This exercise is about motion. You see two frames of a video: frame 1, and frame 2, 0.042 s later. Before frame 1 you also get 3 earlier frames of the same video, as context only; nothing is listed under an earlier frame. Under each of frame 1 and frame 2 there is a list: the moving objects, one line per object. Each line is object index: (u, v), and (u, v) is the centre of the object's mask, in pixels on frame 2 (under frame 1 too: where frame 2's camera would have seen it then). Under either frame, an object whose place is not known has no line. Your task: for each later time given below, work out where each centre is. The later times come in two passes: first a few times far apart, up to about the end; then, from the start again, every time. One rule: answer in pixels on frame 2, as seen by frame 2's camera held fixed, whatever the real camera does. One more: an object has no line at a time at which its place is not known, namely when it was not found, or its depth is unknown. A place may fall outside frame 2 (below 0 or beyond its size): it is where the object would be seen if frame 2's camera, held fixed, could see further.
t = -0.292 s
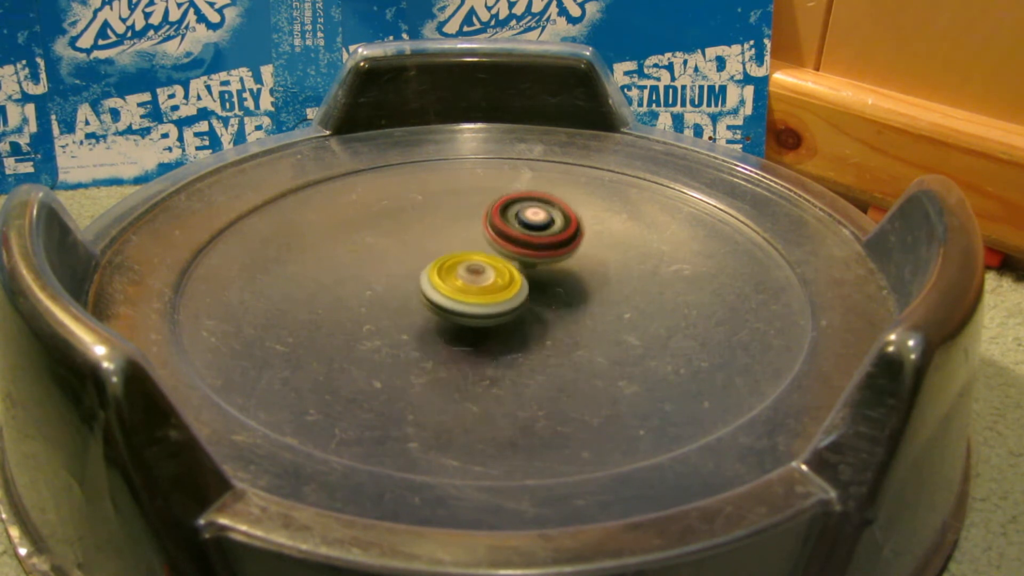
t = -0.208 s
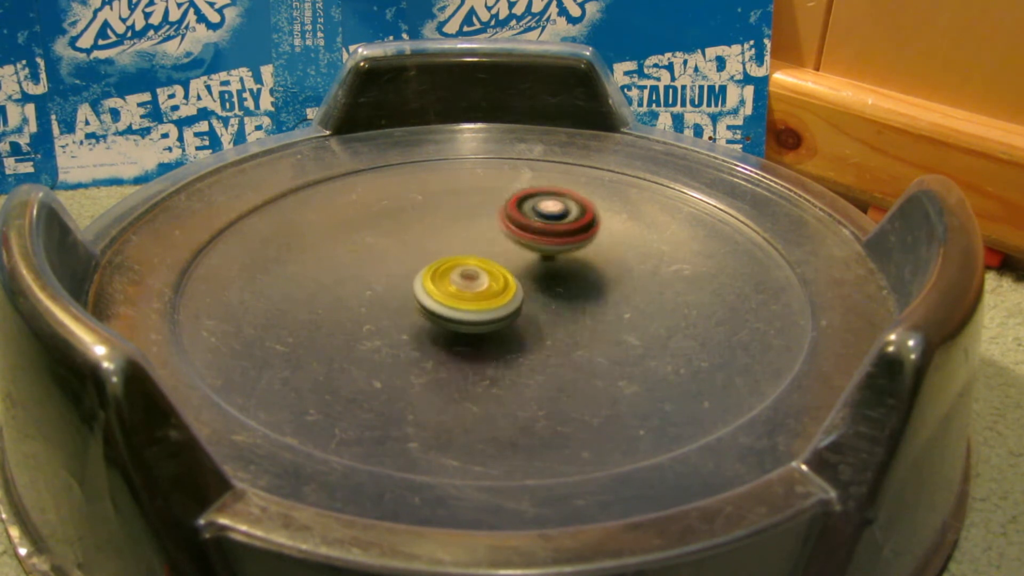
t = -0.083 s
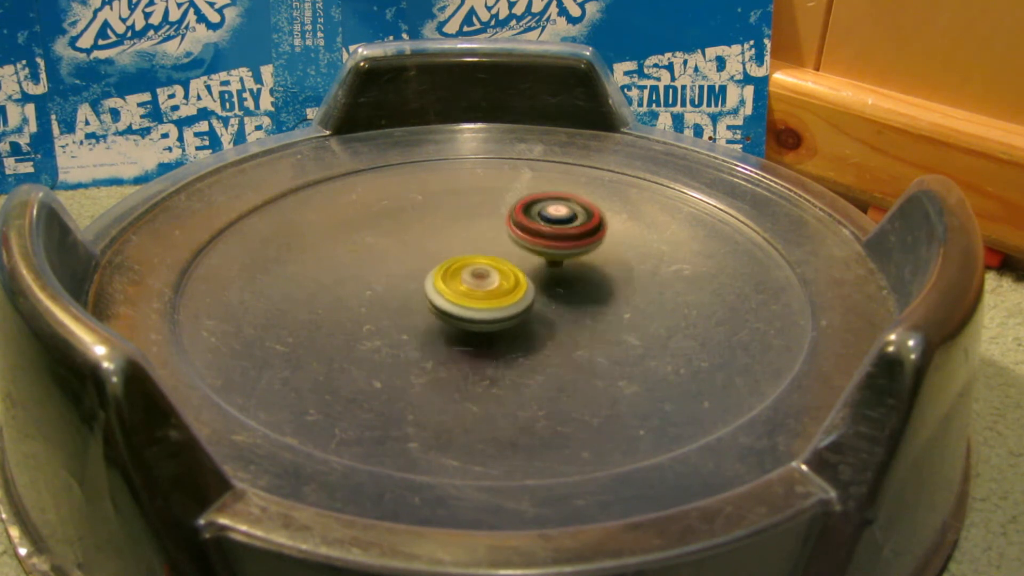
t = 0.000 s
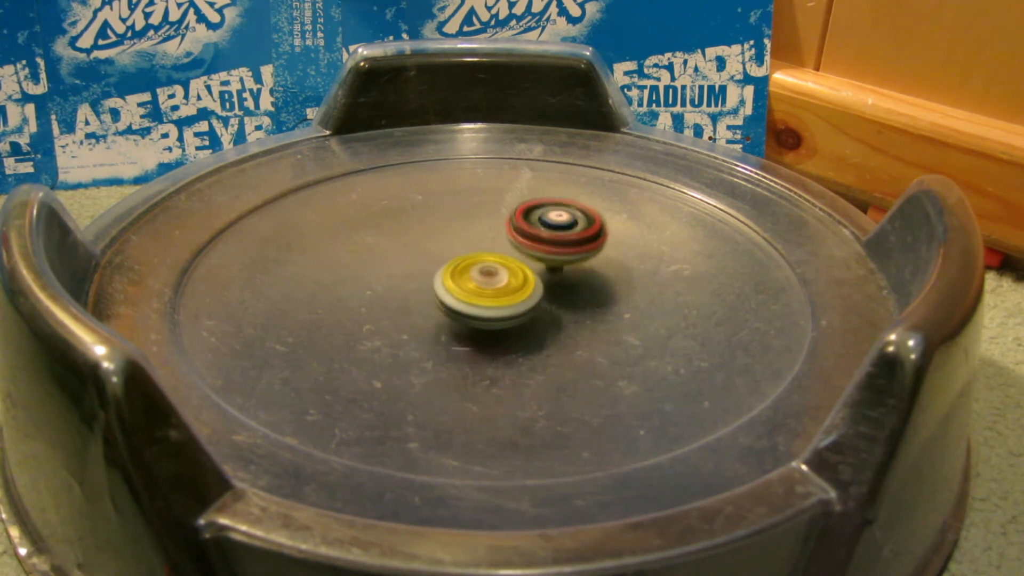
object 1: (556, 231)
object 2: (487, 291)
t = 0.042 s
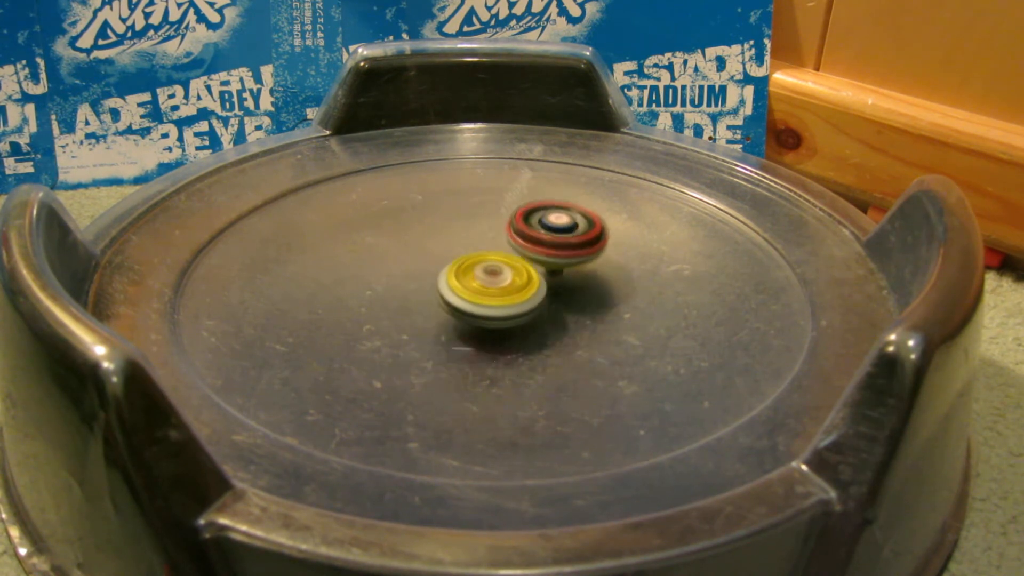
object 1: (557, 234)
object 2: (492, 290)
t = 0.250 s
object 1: (580, 231)
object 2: (499, 292)
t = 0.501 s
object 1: (593, 227)
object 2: (498, 297)
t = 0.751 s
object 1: (583, 233)
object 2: (508, 298)
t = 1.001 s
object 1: (572, 242)
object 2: (511, 303)
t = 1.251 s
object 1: (571, 248)
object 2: (500, 310)
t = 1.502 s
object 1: (577, 261)
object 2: (485, 312)
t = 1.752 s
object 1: (573, 270)
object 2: (469, 309)
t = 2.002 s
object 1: (566, 275)
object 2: (457, 304)
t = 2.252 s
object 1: (599, 271)
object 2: (433, 296)
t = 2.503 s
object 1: (580, 274)
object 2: (441, 291)
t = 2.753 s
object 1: (565, 279)
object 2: (459, 287)
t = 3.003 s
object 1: (591, 286)
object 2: (471, 283)
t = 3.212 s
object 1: (592, 294)
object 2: (482, 280)
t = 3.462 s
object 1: (609, 302)
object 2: (473, 277)
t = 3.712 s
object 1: (600, 303)
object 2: (481, 284)
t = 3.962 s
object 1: (598, 309)
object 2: (481, 288)
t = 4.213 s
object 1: (599, 323)
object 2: (475, 292)
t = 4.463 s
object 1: (577, 329)
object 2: (477, 300)
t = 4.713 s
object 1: (554, 332)
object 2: (474, 301)
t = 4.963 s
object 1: (549, 341)
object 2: (470, 296)
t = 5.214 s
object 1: (538, 346)
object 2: (470, 293)
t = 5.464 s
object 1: (523, 340)
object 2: (468, 291)
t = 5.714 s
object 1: (486, 331)
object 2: (469, 277)
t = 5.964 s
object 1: (460, 329)
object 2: (480, 273)
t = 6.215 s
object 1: (447, 329)
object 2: (484, 281)
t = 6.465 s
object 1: (430, 339)
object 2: (487, 275)
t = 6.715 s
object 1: (431, 329)
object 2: (484, 275)
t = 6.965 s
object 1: (414, 322)
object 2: (490, 269)
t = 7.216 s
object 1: (409, 318)
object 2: (487, 267)
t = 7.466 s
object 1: (407, 313)
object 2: (486, 273)
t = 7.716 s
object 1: (407, 306)
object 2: (492, 281)
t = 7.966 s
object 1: (361, 304)
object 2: (510, 280)
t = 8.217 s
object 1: (366, 297)
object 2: (502, 285)
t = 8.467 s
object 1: (375, 291)
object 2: (491, 291)
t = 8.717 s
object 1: (366, 279)
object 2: (490, 294)
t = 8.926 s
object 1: (374, 270)
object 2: (484, 296)
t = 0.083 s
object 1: (562, 232)
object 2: (492, 291)
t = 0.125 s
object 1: (574, 229)
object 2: (490, 294)
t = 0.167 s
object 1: (578, 229)
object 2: (490, 294)
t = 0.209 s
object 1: (580, 229)
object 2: (494, 293)
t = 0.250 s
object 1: (580, 231)
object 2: (499, 292)
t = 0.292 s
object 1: (578, 233)
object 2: (504, 291)
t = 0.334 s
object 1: (583, 230)
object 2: (503, 292)
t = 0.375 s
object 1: (593, 225)
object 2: (497, 296)
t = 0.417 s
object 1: (594, 225)
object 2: (494, 297)
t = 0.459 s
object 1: (594, 225)
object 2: (495, 297)
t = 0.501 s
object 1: (593, 227)
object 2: (498, 297)
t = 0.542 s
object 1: (590, 229)
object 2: (502, 296)
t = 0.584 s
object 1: (587, 231)
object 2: (505, 296)
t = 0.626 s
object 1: (583, 233)
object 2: (509, 296)
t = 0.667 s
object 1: (580, 234)
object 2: (511, 295)
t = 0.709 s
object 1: (578, 235)
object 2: (513, 295)
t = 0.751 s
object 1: (583, 233)
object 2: (508, 298)
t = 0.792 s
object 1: (583, 233)
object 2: (508, 299)
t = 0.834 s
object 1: (581, 235)
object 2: (509, 300)
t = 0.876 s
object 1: (578, 237)
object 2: (510, 301)
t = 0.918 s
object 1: (576, 239)
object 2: (510, 301)
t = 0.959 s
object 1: (574, 240)
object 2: (511, 302)
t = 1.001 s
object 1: (572, 242)
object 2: (511, 303)
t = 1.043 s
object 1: (575, 239)
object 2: (505, 306)
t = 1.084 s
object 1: (573, 240)
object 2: (504, 307)
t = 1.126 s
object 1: (573, 242)
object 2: (503, 308)
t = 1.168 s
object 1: (572, 244)
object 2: (502, 309)
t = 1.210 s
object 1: (571, 245)
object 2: (501, 310)
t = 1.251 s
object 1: (571, 248)
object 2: (500, 310)
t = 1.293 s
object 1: (570, 251)
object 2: (499, 310)
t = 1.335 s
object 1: (569, 254)
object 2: (498, 310)
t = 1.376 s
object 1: (567, 257)
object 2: (497, 310)
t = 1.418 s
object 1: (572, 259)
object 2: (491, 311)
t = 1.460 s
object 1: (577, 260)
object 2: (487, 312)
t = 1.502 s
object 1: (577, 261)
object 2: (485, 312)
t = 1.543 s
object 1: (577, 263)
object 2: (482, 312)
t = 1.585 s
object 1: (576, 265)
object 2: (480, 312)
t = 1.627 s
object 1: (574, 266)
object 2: (477, 311)
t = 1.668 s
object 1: (573, 268)
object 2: (474, 311)
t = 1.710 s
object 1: (573, 269)
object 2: (472, 310)
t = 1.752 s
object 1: (573, 270)
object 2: (469, 309)
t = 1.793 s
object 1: (572, 271)
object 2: (466, 309)
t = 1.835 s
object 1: (572, 272)
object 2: (464, 308)
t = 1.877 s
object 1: (570, 273)
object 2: (462, 307)
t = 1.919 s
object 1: (569, 274)
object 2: (460, 306)
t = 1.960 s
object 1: (568, 274)
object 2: (459, 305)
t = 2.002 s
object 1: (566, 275)
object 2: (457, 304)
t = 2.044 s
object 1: (564, 275)
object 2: (457, 303)
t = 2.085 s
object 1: (582, 272)
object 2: (442, 302)
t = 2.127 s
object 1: (598, 271)
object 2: (435, 299)
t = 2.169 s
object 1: (602, 270)
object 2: (433, 298)
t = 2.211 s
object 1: (601, 271)
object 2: (432, 297)
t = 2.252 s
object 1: (599, 271)
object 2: (433, 296)
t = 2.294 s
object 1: (596, 272)
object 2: (433, 295)
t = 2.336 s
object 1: (593, 272)
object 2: (434, 295)
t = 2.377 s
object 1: (590, 272)
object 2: (435, 294)
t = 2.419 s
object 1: (587, 273)
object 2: (437, 293)
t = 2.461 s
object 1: (584, 274)
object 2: (439, 292)
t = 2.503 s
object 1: (580, 274)
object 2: (441, 291)
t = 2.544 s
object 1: (577, 275)
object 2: (444, 290)
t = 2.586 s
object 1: (574, 276)
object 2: (447, 290)
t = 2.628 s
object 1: (572, 276)
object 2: (450, 289)
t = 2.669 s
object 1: (569, 278)
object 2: (454, 288)
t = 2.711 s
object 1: (566, 279)
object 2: (457, 288)
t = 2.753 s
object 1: (565, 279)
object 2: (459, 287)
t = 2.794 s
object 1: (583, 279)
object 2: (455, 284)
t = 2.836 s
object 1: (596, 281)
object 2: (456, 283)
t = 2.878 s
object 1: (598, 282)
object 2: (459, 283)
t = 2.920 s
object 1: (596, 283)
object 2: (463, 283)
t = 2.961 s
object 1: (594, 284)
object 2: (467, 283)
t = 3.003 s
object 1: (591, 286)
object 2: (471, 283)
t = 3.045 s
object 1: (589, 287)
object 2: (475, 283)
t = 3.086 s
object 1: (587, 288)
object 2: (479, 283)
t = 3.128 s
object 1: (585, 290)
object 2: (482, 283)
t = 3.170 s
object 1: (583, 291)
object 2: (484, 282)
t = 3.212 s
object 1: (592, 294)
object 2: (482, 280)
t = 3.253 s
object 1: (609, 298)
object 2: (472, 275)
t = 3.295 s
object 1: (612, 300)
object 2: (469, 273)
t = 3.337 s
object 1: (611, 301)
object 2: (470, 274)
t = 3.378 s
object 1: (610, 301)
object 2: (471, 275)
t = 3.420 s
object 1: (610, 302)
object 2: (471, 276)
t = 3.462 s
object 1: (609, 302)
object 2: (473, 277)
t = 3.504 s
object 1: (608, 303)
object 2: (474, 278)
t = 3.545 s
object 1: (607, 303)
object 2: (475, 279)
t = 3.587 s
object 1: (605, 303)
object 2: (476, 280)
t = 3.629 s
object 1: (604, 303)
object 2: (478, 282)
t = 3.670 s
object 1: (602, 303)
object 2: (479, 283)
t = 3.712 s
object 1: (600, 303)
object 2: (481, 284)
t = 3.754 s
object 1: (597, 304)
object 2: (483, 286)
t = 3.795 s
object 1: (594, 304)
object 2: (484, 287)
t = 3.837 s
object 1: (591, 304)
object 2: (485, 289)
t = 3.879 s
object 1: (587, 304)
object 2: (486, 290)
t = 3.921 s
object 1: (584, 305)
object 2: (486, 291)
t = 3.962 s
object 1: (598, 309)
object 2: (481, 288)
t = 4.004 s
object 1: (611, 315)
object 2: (474, 285)
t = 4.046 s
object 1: (614, 318)
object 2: (473, 285)
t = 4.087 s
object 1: (610, 320)
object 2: (473, 286)
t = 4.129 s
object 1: (606, 321)
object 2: (474, 288)
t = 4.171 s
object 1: (602, 323)
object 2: (474, 290)
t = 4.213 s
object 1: (599, 323)
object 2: (475, 292)
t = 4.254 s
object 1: (595, 324)
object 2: (476, 293)
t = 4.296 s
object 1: (591, 325)
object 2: (477, 295)
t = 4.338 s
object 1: (588, 327)
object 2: (477, 296)
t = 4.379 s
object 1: (584, 328)
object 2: (478, 297)
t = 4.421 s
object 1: (580, 329)
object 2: (477, 299)
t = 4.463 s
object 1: (577, 329)
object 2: (477, 300)
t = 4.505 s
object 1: (573, 330)
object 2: (477, 300)
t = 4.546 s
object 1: (569, 331)
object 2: (476, 301)
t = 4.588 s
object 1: (565, 331)
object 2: (475, 301)
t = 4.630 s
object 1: (561, 332)
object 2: (475, 301)
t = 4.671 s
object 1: (557, 332)
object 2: (475, 301)
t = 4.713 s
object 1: (554, 332)
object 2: (474, 301)
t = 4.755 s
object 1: (550, 334)
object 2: (474, 301)
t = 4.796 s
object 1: (546, 334)
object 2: (474, 300)
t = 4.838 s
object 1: (542, 334)
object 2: (472, 299)
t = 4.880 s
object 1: (540, 335)
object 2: (472, 298)
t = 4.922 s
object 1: (539, 334)
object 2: (471, 297)
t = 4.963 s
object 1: (549, 341)
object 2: (470, 296)
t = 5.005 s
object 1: (554, 346)
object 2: (471, 294)
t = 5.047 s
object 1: (551, 349)
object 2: (472, 293)
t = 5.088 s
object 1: (548, 349)
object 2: (471, 293)
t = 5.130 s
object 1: (545, 348)
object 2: (471, 293)
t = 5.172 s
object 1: (541, 347)
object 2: (470, 293)
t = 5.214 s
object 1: (538, 346)
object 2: (470, 293)
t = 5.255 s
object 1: (536, 345)
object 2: (470, 293)
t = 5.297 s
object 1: (533, 343)
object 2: (469, 293)
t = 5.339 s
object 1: (530, 342)
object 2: (469, 292)
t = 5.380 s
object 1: (528, 341)
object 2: (468, 292)
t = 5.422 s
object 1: (526, 340)
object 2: (468, 291)
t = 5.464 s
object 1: (523, 340)
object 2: (468, 291)
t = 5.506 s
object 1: (520, 339)
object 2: (467, 290)
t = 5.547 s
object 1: (516, 338)
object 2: (467, 289)
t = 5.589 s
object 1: (512, 336)
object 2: (466, 287)
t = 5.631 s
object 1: (505, 332)
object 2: (465, 284)
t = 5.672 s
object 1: (496, 327)
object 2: (468, 279)
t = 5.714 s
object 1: (486, 331)
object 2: (469, 277)
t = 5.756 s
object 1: (479, 331)
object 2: (471, 275)
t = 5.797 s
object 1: (475, 330)
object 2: (473, 274)
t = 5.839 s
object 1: (472, 328)
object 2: (474, 274)
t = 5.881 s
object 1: (471, 326)
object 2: (475, 274)
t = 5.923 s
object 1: (468, 327)
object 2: (477, 273)
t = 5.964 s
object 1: (460, 329)
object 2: (480, 273)
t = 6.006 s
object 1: (452, 335)
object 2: (484, 276)
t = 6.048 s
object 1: (449, 335)
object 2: (485, 278)
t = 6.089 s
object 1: (448, 334)
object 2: (485, 278)
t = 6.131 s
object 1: (448, 332)
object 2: (485, 279)
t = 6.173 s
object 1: (447, 331)
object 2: (484, 280)
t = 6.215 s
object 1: (447, 329)
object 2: (484, 281)
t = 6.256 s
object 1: (446, 328)
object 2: (484, 282)
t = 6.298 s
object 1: (438, 335)
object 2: (485, 281)
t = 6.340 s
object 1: (432, 342)
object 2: (488, 277)
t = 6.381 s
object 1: (432, 342)
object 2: (489, 276)
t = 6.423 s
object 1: (430, 341)
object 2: (488, 275)
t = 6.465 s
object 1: (430, 339)
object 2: (487, 275)
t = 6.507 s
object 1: (431, 337)
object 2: (486, 275)
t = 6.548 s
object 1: (431, 336)
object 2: (485, 275)
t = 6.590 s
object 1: (432, 334)
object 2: (484, 275)
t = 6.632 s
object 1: (431, 333)
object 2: (484, 275)
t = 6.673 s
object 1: (432, 331)
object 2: (484, 274)
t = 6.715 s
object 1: (431, 329)
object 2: (484, 275)
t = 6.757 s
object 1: (431, 328)
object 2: (484, 275)
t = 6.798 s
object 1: (431, 325)
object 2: (485, 275)
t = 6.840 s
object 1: (432, 320)
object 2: (487, 275)
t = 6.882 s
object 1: (431, 314)
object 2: (492, 275)
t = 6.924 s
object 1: (426, 314)
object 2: (492, 273)
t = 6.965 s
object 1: (414, 322)
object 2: (490, 269)
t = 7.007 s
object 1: (410, 325)
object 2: (491, 267)
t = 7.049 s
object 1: (411, 324)
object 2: (490, 266)
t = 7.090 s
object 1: (411, 322)
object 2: (489, 266)
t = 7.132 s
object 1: (410, 321)
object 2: (488, 267)
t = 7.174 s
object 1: (409, 319)
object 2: (488, 267)
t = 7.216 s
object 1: (409, 318)
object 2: (487, 267)
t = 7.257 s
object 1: (409, 316)
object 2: (486, 268)
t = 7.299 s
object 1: (407, 316)
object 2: (486, 269)
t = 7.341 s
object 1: (407, 315)
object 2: (485, 270)
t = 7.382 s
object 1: (407, 315)
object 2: (486, 271)
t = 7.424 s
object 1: (407, 313)
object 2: (485, 271)
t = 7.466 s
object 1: (407, 313)
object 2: (486, 273)
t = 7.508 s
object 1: (407, 312)
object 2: (487, 273)
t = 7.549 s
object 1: (408, 311)
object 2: (488, 275)
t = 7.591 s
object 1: (408, 309)
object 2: (489, 276)
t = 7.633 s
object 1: (408, 309)
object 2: (490, 277)
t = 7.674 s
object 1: (408, 307)
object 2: (491, 279)
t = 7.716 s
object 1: (407, 306)
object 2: (492, 281)
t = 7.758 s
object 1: (397, 304)
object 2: (492, 280)
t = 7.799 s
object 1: (373, 306)
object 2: (500, 280)
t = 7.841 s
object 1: (359, 309)
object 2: (509, 279)
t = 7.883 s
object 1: (355, 309)
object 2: (512, 280)
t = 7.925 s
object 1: (357, 306)
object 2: (511, 280)
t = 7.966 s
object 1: (361, 304)
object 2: (510, 280)
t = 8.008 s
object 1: (363, 303)
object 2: (509, 281)
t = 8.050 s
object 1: (364, 301)
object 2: (509, 281)
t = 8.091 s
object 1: (365, 300)
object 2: (507, 282)
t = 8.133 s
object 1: (365, 298)
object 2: (506, 283)
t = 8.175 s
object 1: (366, 297)
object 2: (504, 284)
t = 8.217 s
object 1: (366, 297)
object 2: (502, 285)
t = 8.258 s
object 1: (367, 295)
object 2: (500, 286)
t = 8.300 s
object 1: (368, 295)
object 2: (498, 287)
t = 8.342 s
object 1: (370, 294)
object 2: (496, 288)
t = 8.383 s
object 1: (372, 293)
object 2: (495, 289)
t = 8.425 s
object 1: (373, 292)
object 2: (493, 290)
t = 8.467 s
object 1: (375, 291)
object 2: (491, 291)
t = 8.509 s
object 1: (376, 290)
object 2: (489, 292)
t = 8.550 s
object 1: (378, 289)
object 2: (487, 293)
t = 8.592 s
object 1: (380, 287)
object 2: (486, 294)
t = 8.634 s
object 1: (379, 286)
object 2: (485, 295)
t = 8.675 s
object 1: (368, 282)
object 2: (491, 294)
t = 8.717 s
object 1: (366, 279)
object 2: (490, 294)
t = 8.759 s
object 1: (367, 276)
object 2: (489, 295)
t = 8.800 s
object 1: (369, 274)
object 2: (488, 295)
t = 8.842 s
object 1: (371, 272)
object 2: (487, 295)
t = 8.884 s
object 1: (373, 271)
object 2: (485, 296)
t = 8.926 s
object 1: (374, 270)
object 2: (484, 296)
